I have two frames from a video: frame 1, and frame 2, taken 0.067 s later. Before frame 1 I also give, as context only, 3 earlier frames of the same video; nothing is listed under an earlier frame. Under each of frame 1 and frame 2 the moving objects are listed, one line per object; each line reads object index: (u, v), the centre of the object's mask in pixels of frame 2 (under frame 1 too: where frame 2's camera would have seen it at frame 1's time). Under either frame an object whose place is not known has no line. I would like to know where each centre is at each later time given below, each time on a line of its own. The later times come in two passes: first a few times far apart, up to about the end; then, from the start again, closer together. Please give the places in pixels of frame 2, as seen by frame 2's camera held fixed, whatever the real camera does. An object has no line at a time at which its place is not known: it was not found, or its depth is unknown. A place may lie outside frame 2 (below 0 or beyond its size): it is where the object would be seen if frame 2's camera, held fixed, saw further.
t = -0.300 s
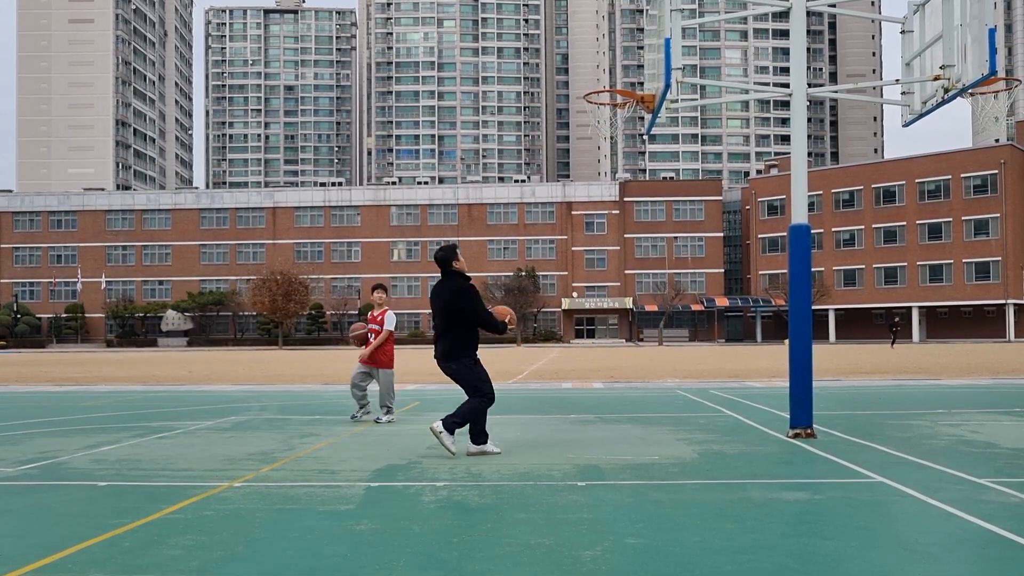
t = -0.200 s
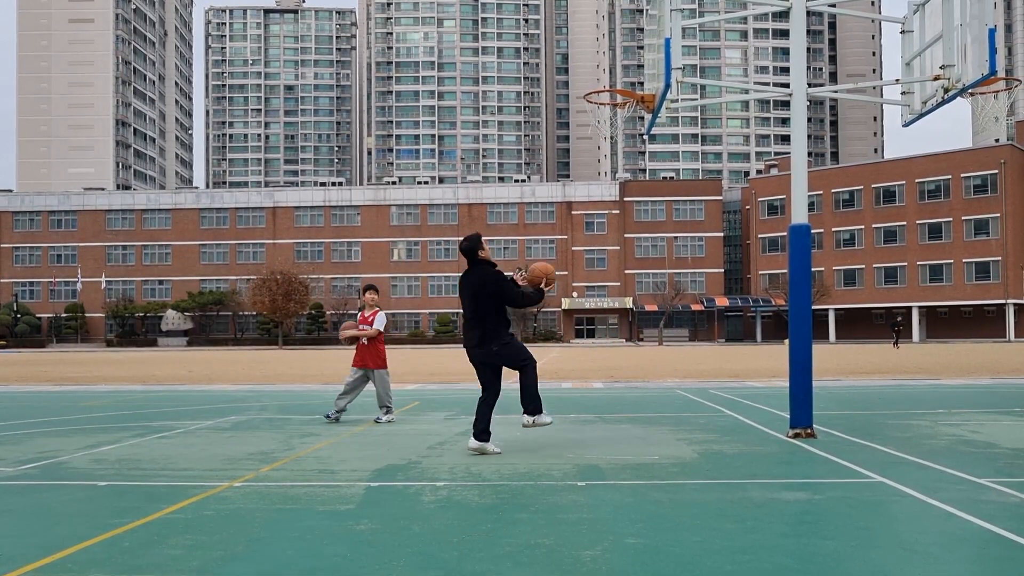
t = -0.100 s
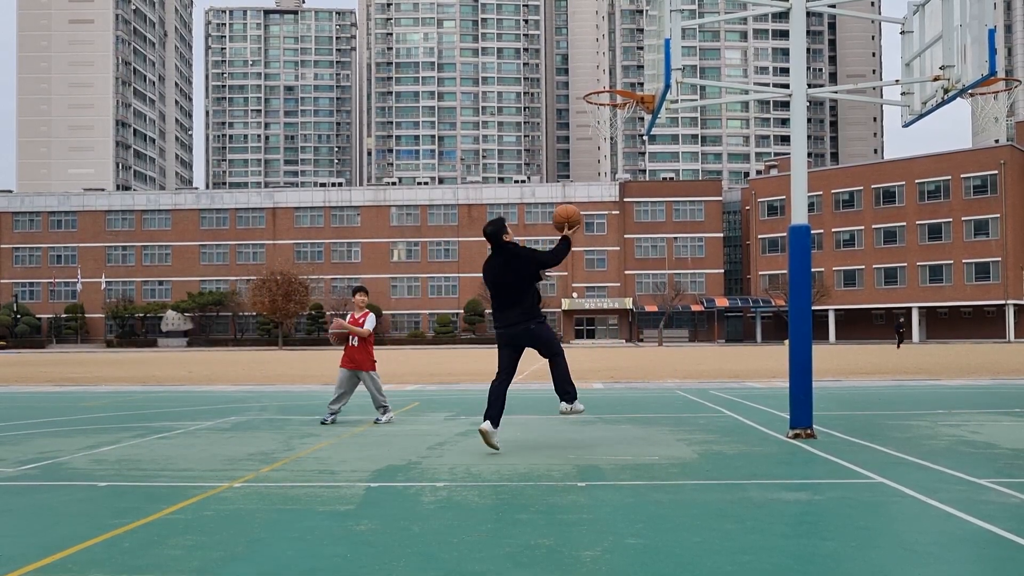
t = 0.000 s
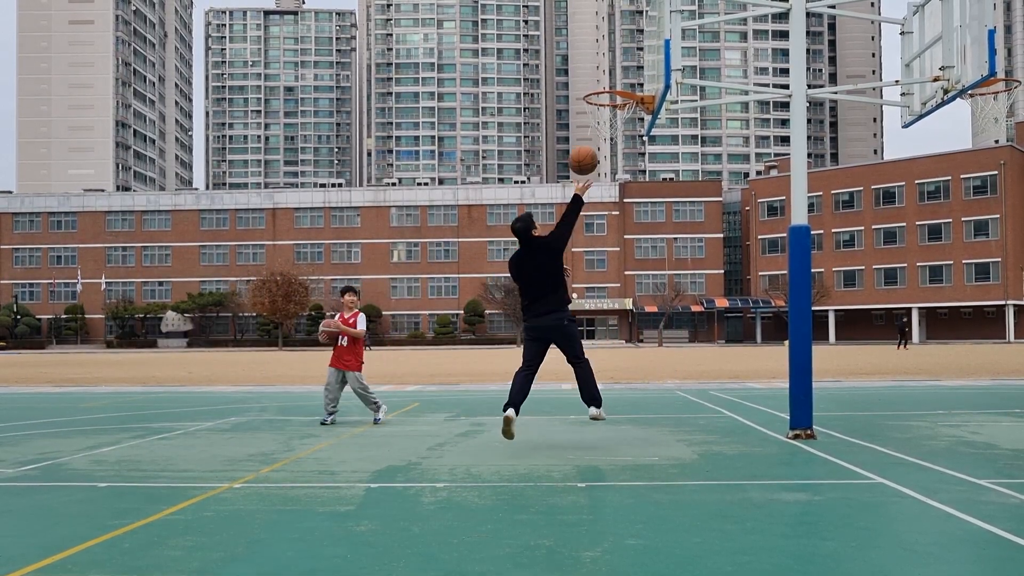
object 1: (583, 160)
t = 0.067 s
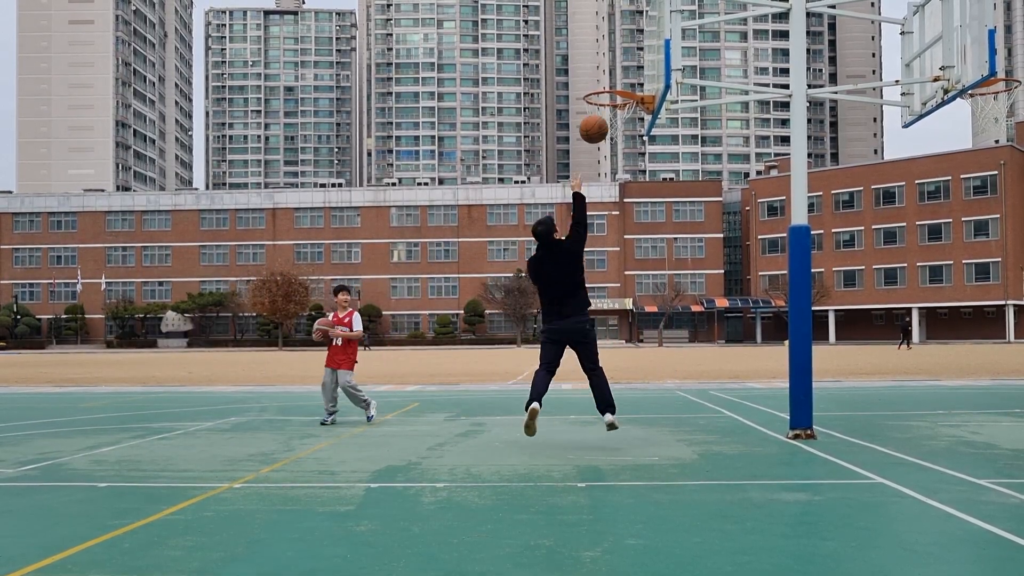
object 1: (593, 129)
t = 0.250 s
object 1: (622, 72)
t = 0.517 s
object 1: (625, 64)
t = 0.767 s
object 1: (596, 122)
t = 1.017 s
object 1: (598, 159)
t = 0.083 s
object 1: (596, 122)
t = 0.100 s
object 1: (599, 116)
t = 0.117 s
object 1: (601, 109)
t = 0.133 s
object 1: (604, 104)
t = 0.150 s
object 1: (606, 98)
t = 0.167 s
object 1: (609, 93)
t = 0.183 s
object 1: (611, 88)
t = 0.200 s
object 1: (614, 84)
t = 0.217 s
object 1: (617, 80)
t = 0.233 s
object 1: (619, 76)
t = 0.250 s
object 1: (622, 72)
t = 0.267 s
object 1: (624, 69)
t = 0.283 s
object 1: (627, 67)
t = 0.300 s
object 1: (629, 64)
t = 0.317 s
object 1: (632, 62)
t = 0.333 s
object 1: (635, 60)
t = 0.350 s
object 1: (637, 59)
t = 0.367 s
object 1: (639, 58)
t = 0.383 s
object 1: (641, 57)
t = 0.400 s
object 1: (640, 57)
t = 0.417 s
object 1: (638, 57)
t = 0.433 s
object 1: (636, 57)
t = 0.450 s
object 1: (633, 58)
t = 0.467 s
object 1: (631, 59)
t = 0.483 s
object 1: (629, 60)
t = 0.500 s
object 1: (627, 62)
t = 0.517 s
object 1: (625, 64)
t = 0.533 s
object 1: (623, 65)
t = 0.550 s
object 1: (621, 68)
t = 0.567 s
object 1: (619, 71)
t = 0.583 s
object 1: (617, 74)
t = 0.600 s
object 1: (615, 77)
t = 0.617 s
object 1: (613, 79)
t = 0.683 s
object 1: (605, 98)
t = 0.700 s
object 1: (603, 104)
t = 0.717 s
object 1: (601, 107)
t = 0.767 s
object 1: (596, 122)
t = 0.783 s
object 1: (595, 124)
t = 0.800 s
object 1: (595, 125)
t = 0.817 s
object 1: (596, 126)
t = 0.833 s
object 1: (595, 126)
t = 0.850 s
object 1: (596, 128)
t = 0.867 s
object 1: (596, 130)
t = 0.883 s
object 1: (596, 132)
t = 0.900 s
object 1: (596, 134)
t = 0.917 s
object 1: (596, 137)
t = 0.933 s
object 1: (597, 139)
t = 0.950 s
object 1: (597, 143)
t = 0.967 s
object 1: (597, 146)
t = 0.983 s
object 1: (597, 150)
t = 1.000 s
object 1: (598, 154)
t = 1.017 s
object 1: (598, 159)
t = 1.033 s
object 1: (598, 163)
